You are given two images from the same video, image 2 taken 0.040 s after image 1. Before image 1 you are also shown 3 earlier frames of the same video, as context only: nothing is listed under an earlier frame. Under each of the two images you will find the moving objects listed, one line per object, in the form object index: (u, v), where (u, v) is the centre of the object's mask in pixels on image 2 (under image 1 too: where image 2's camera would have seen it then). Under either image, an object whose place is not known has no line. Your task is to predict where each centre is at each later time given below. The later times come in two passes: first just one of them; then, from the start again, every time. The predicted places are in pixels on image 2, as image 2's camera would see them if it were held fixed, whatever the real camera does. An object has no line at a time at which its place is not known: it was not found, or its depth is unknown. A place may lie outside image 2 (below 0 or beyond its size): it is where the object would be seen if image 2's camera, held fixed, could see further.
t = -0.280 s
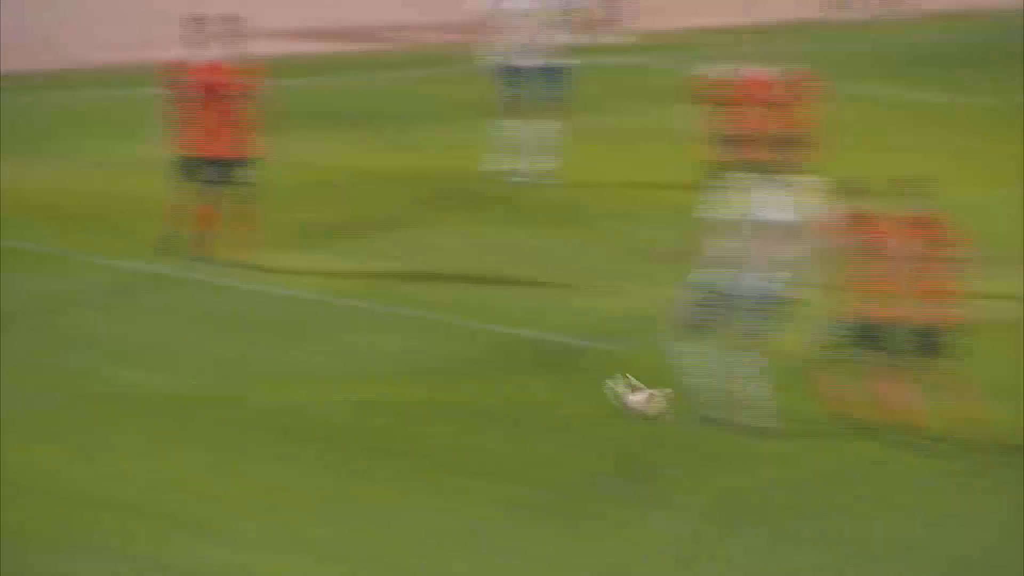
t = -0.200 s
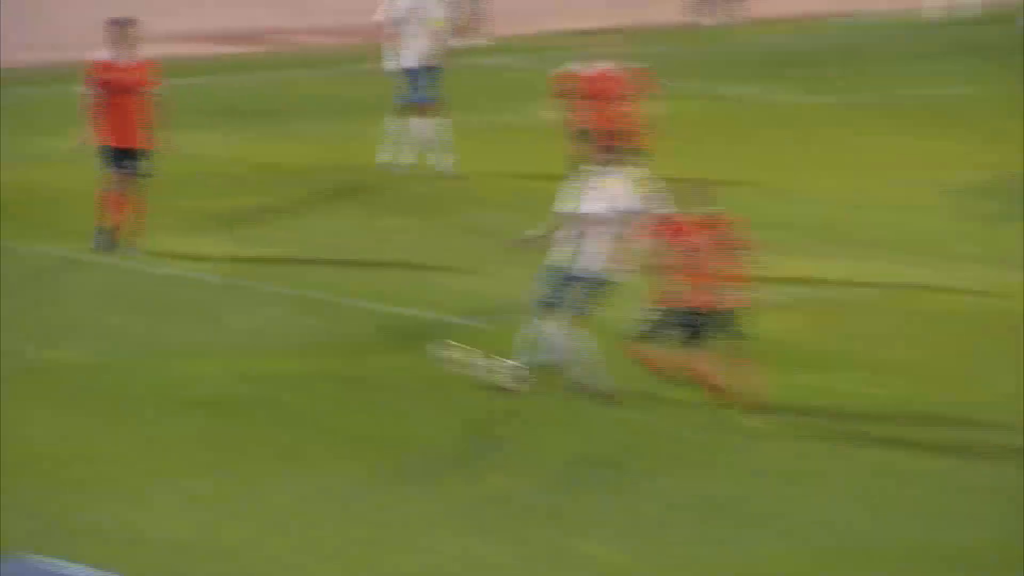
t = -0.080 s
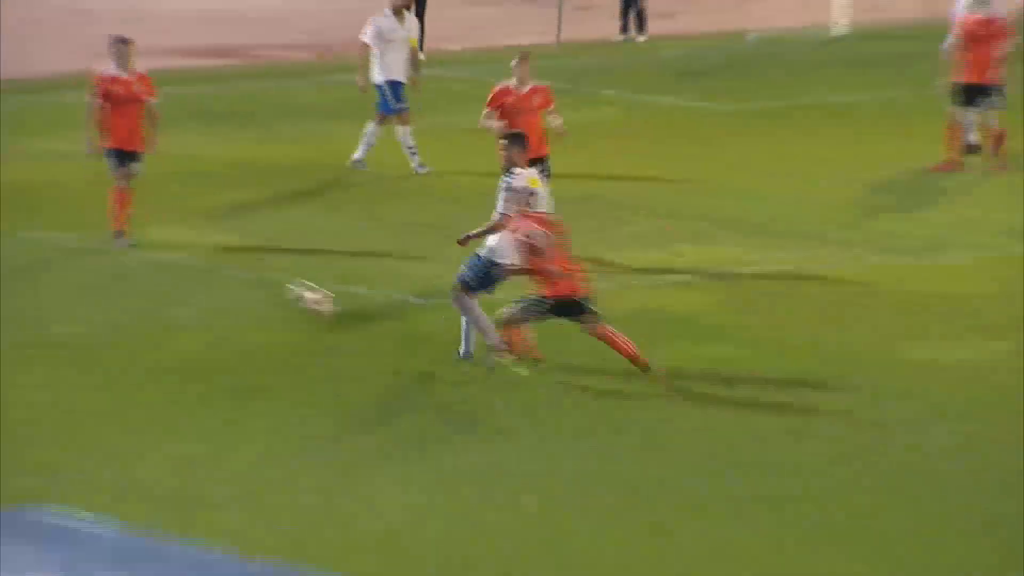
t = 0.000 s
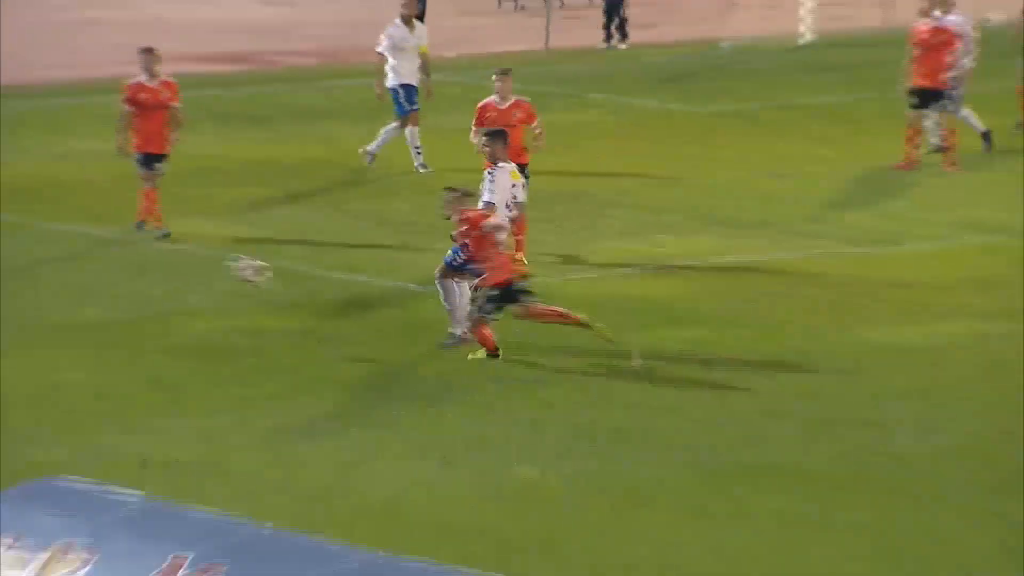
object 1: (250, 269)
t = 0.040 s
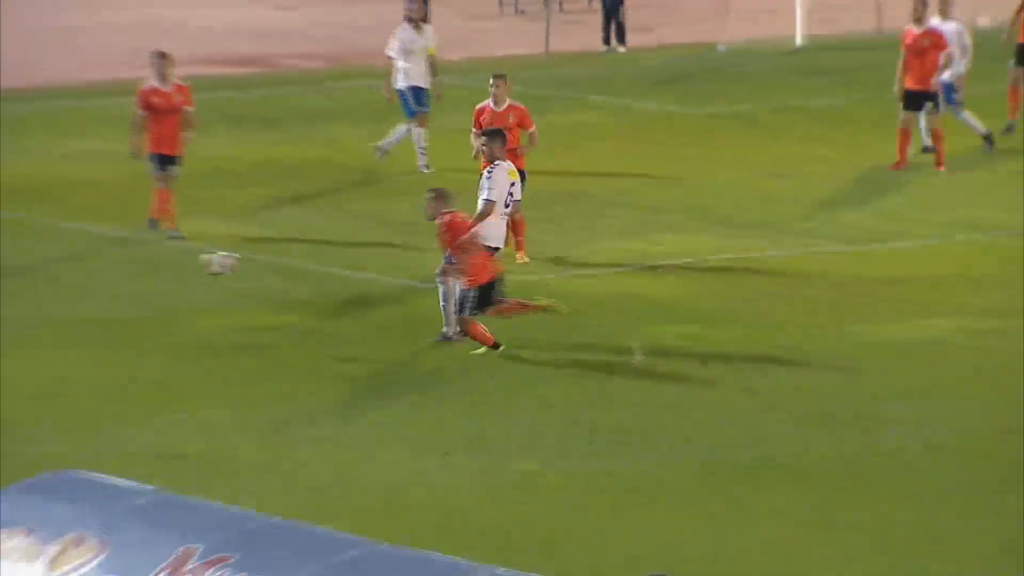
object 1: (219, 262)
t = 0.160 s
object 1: (112, 263)
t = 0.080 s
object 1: (185, 260)
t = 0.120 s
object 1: (148, 261)
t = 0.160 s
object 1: (112, 263)
